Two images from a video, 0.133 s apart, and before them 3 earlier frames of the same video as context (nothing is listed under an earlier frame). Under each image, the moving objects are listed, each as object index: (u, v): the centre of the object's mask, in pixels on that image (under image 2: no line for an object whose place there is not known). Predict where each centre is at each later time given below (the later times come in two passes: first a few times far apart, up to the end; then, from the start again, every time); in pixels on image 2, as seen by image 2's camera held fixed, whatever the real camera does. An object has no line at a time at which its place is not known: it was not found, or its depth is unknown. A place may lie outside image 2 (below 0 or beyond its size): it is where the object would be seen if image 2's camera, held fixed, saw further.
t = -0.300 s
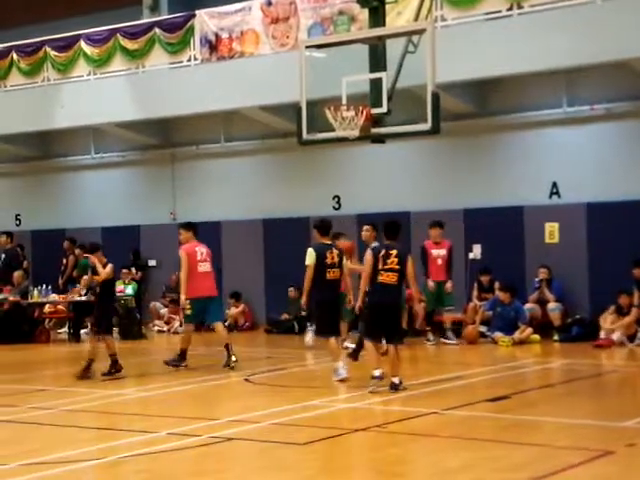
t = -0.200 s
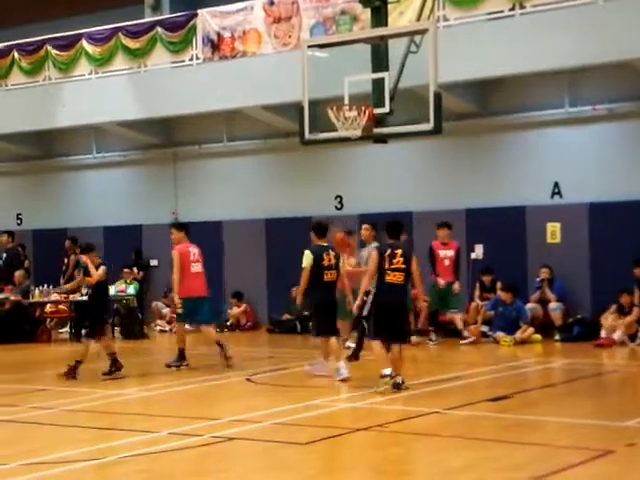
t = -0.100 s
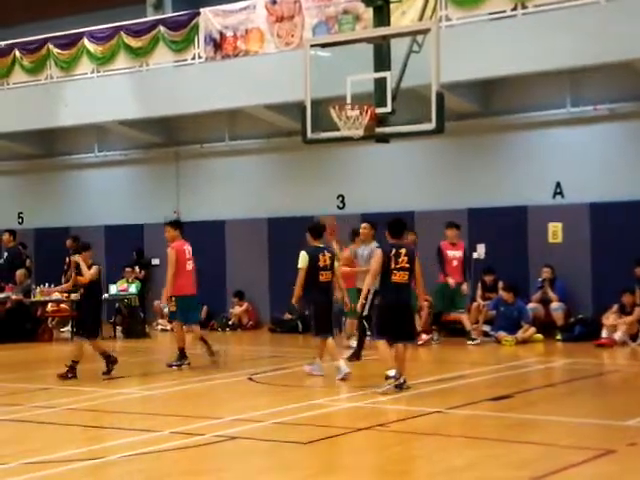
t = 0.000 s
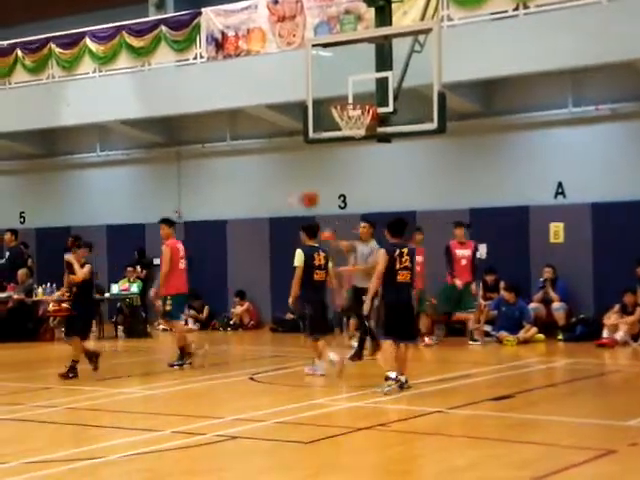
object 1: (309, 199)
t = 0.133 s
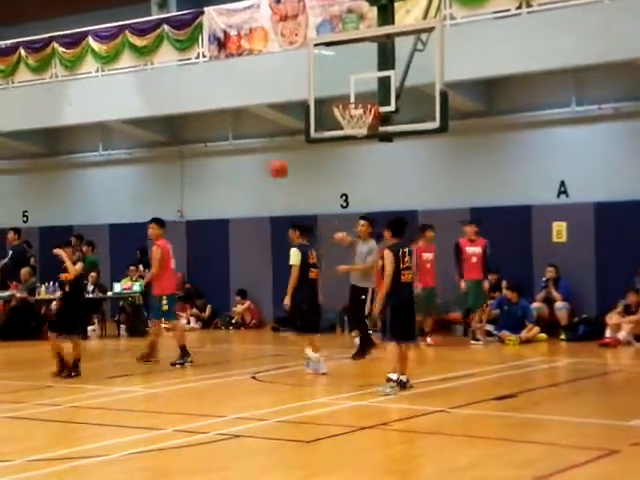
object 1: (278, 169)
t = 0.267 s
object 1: (244, 152)
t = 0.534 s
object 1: (166, 158)
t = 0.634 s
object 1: (133, 181)
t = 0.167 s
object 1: (271, 161)
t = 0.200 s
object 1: (264, 157)
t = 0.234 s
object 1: (254, 154)
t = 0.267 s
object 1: (244, 152)
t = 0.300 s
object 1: (236, 151)
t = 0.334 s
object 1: (225, 147)
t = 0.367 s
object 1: (215, 146)
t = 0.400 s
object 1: (208, 147)
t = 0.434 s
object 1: (197, 148)
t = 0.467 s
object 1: (187, 150)
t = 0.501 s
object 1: (176, 152)
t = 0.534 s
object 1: (166, 158)
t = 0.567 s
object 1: (155, 162)
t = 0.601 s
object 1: (144, 172)
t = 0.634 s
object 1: (133, 181)
